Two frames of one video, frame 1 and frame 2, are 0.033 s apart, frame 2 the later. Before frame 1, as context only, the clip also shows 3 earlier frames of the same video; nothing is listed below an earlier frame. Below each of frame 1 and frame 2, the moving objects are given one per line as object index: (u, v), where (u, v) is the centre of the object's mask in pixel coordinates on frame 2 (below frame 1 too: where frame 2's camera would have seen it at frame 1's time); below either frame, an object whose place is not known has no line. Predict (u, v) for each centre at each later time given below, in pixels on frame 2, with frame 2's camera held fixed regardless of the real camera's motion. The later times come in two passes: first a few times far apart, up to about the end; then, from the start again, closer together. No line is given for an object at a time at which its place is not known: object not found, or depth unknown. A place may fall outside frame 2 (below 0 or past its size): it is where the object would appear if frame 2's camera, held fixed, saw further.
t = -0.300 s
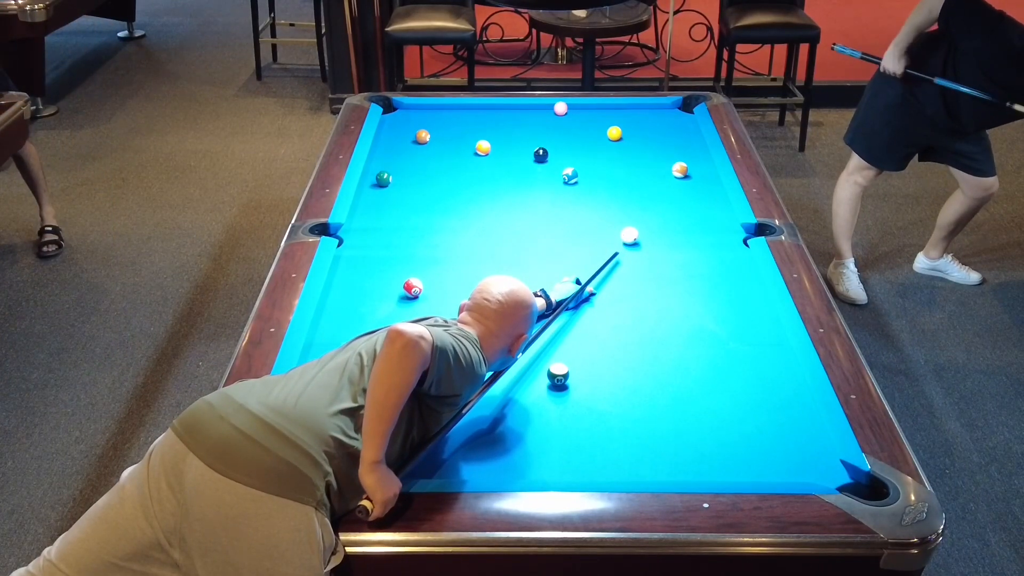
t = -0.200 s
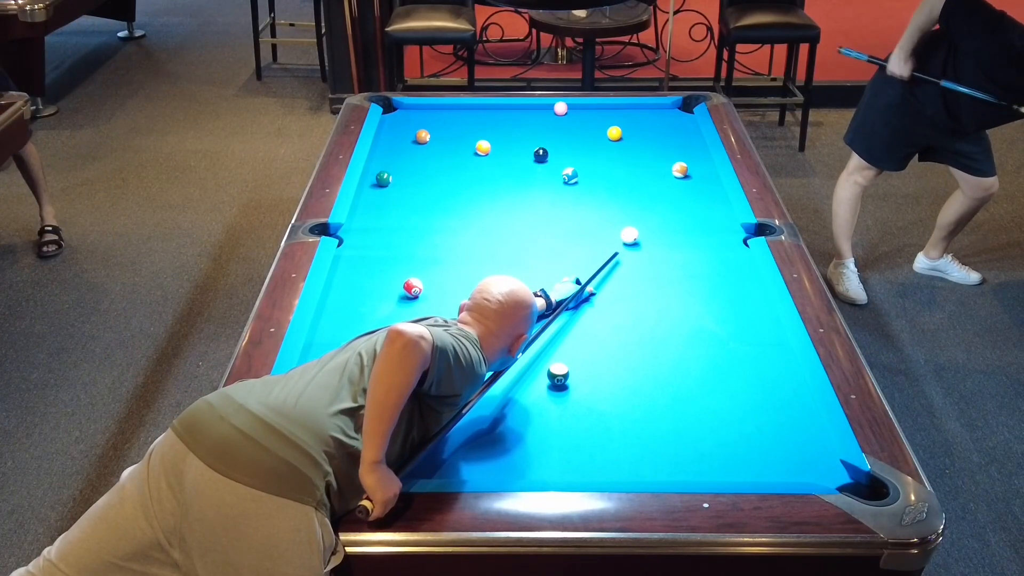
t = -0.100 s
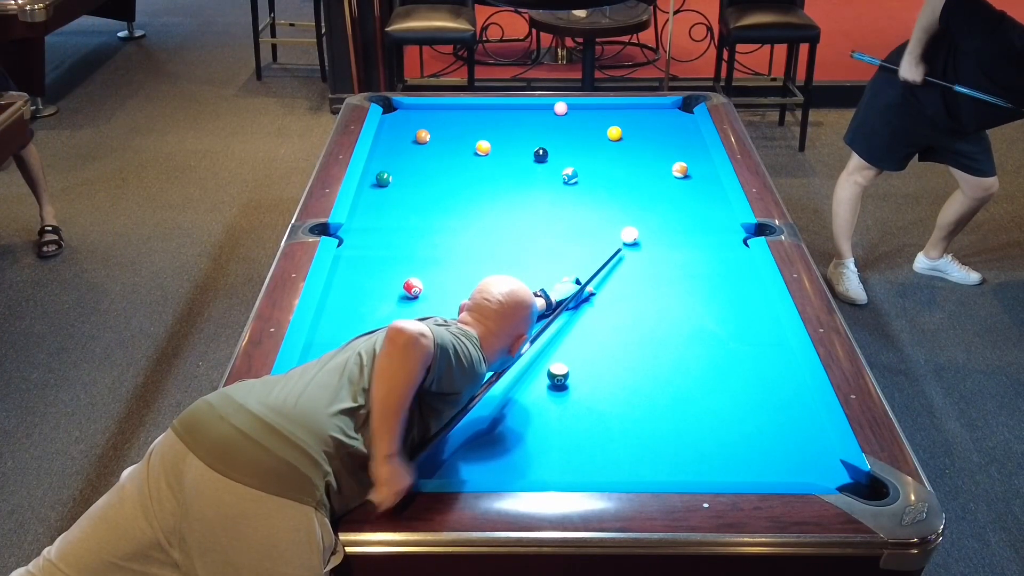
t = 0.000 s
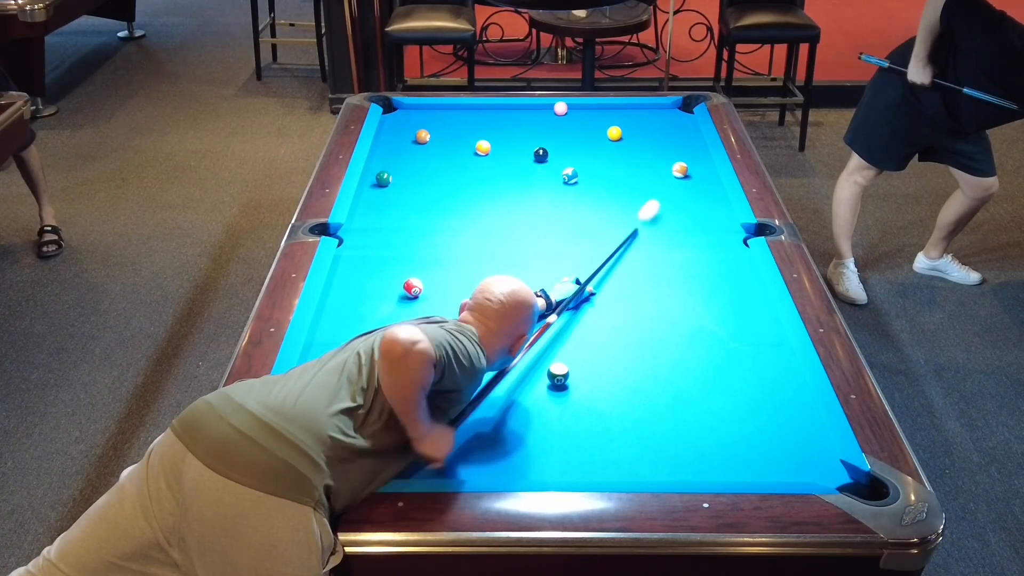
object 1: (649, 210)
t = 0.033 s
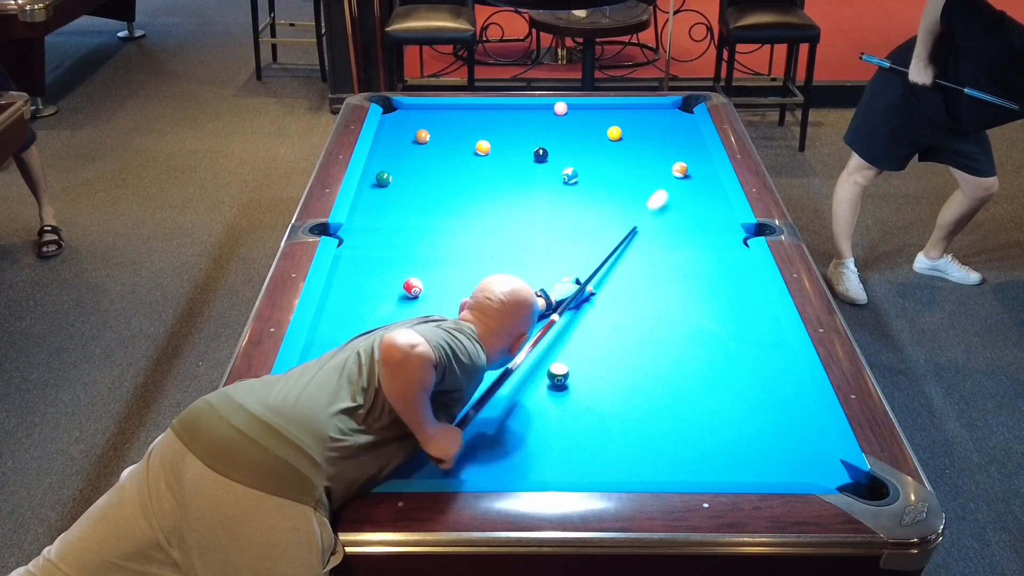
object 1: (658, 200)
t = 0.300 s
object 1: (704, 177)
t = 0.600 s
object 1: (699, 184)
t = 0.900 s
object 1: (683, 191)
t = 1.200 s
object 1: (668, 198)
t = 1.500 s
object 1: (654, 204)
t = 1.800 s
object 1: (640, 209)
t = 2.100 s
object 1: (628, 214)
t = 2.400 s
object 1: (618, 219)
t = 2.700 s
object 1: (609, 223)
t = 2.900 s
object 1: (606, 223)
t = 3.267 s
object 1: (596, 229)
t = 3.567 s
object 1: (591, 231)
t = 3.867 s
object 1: (588, 233)
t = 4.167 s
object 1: (587, 234)
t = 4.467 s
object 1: (586, 234)
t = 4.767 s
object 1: (586, 234)
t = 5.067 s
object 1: (586, 234)
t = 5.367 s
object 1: (586, 234)
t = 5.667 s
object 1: (586, 234)
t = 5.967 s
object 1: (586, 234)
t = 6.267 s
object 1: (586, 234)
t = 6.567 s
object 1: (586, 234)
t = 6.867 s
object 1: (586, 234)
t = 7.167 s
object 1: (586, 234)
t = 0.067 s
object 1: (666, 190)
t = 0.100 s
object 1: (673, 181)
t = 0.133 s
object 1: (680, 176)
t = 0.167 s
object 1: (686, 176)
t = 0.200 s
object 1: (691, 176)
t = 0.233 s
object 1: (695, 176)
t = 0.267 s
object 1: (700, 177)
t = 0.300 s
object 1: (704, 177)
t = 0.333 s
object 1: (708, 177)
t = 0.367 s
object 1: (712, 178)
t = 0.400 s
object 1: (710, 179)
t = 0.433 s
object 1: (708, 180)
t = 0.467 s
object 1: (706, 180)
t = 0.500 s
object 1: (704, 181)
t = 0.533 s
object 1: (703, 182)
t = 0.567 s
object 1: (701, 183)
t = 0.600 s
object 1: (699, 184)
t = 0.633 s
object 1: (697, 185)
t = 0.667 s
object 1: (695, 185)
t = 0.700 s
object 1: (693, 186)
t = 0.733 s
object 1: (691, 187)
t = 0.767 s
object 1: (690, 188)
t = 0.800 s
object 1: (688, 189)
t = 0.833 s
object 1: (686, 190)
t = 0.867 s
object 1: (685, 190)
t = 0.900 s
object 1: (683, 191)
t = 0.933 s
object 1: (681, 192)
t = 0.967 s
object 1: (680, 193)
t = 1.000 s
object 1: (678, 193)
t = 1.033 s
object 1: (676, 194)
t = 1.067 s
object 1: (674, 195)
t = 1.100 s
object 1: (673, 196)
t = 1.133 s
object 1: (671, 196)
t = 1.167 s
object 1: (669, 197)
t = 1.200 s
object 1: (668, 198)
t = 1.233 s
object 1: (666, 198)
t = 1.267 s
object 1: (665, 199)
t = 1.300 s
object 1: (663, 200)
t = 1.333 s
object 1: (661, 201)
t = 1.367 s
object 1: (660, 201)
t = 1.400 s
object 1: (658, 202)
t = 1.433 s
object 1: (657, 202)
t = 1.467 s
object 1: (655, 203)
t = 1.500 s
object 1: (654, 204)
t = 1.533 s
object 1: (652, 205)
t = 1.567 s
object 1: (651, 205)
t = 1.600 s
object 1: (649, 206)
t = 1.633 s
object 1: (648, 206)
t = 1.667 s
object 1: (646, 207)
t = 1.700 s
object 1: (645, 207)
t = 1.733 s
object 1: (644, 208)
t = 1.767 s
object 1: (642, 209)
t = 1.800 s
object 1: (640, 209)
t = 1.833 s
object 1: (639, 210)
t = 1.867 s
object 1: (638, 210)
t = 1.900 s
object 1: (636, 211)
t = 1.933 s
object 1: (635, 212)
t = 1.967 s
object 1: (634, 212)
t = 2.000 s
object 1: (632, 213)
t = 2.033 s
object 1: (631, 213)
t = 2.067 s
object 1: (630, 214)
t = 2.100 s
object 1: (628, 214)
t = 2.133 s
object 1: (627, 215)
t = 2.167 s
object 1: (626, 215)
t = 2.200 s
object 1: (625, 216)
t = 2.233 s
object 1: (624, 216)
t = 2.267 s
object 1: (623, 217)
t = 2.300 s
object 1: (622, 217)
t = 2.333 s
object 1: (620, 218)
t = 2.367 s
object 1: (619, 218)
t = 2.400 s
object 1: (618, 219)
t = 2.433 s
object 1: (617, 219)
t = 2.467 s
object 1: (616, 220)
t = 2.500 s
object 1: (615, 220)
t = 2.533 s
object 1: (614, 221)
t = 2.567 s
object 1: (613, 221)
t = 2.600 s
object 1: (612, 222)
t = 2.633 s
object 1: (611, 222)
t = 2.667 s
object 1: (609, 223)
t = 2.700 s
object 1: (609, 223)
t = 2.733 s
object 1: (608, 223)
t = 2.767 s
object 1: (607, 223)
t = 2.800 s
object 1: (606, 224)
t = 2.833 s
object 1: (605, 224)
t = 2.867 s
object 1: (605, 225)
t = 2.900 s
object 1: (606, 223)
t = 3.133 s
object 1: (594, 227)
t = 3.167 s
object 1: (597, 228)
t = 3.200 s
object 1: (597, 228)
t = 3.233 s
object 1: (596, 228)
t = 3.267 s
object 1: (596, 229)
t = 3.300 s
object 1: (595, 229)
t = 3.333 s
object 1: (595, 229)
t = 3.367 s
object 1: (594, 229)
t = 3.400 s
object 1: (594, 230)
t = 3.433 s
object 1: (593, 230)
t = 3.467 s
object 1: (593, 230)
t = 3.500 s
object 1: (592, 230)
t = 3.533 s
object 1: (592, 231)
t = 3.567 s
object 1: (591, 231)
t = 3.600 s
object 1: (591, 231)
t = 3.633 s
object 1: (590, 231)
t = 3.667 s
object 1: (590, 231)
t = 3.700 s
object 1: (589, 232)
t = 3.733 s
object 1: (589, 232)
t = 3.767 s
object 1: (589, 232)
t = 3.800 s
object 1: (588, 232)
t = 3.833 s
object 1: (588, 232)
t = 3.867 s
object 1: (588, 233)
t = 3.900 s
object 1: (588, 233)
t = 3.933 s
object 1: (588, 233)
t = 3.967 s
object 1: (587, 233)
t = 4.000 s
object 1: (587, 233)
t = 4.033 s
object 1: (587, 233)
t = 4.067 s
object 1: (587, 233)
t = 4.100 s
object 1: (587, 233)
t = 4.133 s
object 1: (587, 233)
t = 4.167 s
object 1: (587, 234)
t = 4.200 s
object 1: (586, 234)
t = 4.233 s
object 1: (586, 234)
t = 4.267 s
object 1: (586, 234)
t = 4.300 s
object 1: (586, 234)
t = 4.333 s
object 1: (586, 234)
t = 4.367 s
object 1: (586, 234)
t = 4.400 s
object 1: (586, 234)
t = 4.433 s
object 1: (586, 234)
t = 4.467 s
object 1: (586, 234)
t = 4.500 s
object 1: (586, 234)
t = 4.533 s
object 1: (586, 234)
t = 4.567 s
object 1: (586, 234)
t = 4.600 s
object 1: (586, 234)
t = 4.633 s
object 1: (586, 234)
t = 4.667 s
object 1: (586, 234)
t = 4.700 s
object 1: (586, 234)
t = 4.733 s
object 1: (586, 234)
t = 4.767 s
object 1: (586, 234)
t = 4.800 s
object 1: (586, 234)
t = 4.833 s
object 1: (586, 234)
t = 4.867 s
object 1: (586, 234)
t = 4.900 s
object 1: (586, 234)
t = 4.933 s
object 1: (586, 234)
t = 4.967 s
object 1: (586, 234)
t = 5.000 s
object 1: (586, 234)
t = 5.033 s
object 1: (586, 234)
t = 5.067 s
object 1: (586, 234)
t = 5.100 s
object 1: (586, 234)
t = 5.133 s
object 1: (586, 234)
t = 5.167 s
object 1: (586, 234)
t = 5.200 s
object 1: (586, 234)
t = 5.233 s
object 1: (586, 234)
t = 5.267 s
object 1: (586, 234)
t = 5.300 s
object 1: (586, 234)
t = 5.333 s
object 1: (586, 234)
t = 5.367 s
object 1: (586, 234)
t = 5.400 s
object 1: (586, 234)
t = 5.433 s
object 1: (586, 234)
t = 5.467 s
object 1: (586, 234)
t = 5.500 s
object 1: (586, 234)
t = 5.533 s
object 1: (586, 234)
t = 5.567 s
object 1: (586, 234)
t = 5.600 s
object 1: (586, 234)
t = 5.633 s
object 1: (586, 234)
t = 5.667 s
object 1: (586, 234)
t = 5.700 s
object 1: (586, 234)
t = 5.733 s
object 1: (586, 234)
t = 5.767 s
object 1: (586, 234)
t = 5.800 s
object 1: (586, 234)
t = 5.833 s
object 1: (586, 234)
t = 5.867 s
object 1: (586, 234)
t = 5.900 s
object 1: (586, 234)
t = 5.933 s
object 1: (586, 234)
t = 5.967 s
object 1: (586, 234)
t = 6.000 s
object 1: (586, 234)
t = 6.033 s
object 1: (586, 234)
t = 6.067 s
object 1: (586, 234)
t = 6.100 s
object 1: (586, 234)
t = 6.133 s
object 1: (586, 234)
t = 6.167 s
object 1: (586, 234)
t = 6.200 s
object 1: (586, 234)
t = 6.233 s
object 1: (586, 234)
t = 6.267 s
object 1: (586, 234)
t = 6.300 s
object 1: (586, 234)
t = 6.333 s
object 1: (586, 234)
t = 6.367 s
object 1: (586, 234)
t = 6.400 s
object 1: (586, 234)
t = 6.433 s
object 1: (586, 234)
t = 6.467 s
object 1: (586, 234)
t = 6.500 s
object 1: (586, 234)
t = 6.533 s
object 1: (586, 234)
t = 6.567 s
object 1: (586, 234)
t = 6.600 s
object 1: (586, 234)
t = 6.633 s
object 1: (586, 234)
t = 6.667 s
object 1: (586, 234)
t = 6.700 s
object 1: (586, 234)
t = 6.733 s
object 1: (586, 234)
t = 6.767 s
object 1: (586, 234)
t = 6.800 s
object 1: (586, 234)
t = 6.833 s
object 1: (586, 234)
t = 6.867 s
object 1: (586, 234)
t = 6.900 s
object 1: (586, 234)
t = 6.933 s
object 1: (586, 234)
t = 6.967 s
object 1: (586, 234)
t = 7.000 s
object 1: (586, 234)
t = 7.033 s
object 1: (586, 234)
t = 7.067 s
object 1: (586, 234)
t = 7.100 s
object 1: (586, 234)
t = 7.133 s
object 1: (586, 234)
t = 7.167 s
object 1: (586, 234)
